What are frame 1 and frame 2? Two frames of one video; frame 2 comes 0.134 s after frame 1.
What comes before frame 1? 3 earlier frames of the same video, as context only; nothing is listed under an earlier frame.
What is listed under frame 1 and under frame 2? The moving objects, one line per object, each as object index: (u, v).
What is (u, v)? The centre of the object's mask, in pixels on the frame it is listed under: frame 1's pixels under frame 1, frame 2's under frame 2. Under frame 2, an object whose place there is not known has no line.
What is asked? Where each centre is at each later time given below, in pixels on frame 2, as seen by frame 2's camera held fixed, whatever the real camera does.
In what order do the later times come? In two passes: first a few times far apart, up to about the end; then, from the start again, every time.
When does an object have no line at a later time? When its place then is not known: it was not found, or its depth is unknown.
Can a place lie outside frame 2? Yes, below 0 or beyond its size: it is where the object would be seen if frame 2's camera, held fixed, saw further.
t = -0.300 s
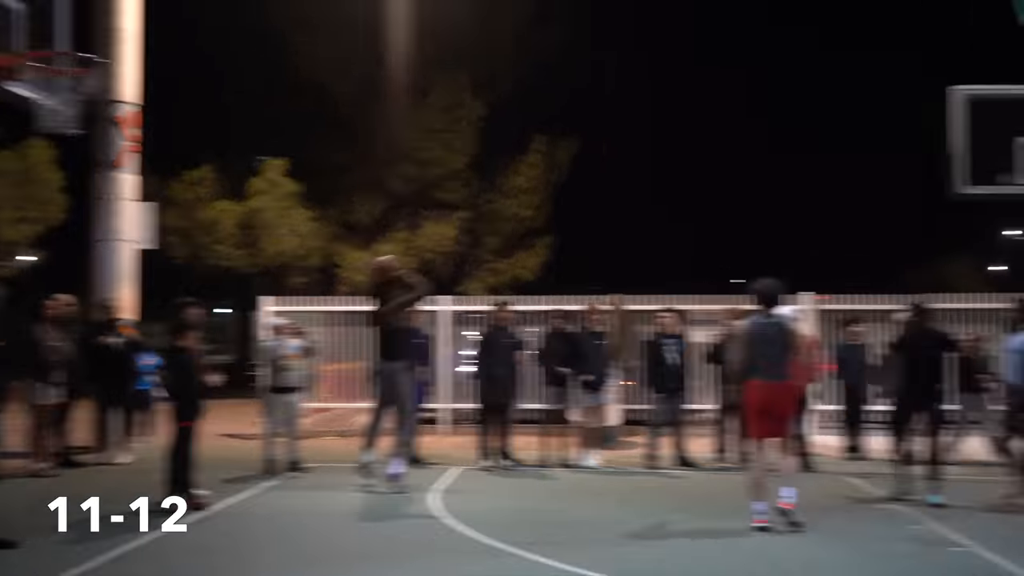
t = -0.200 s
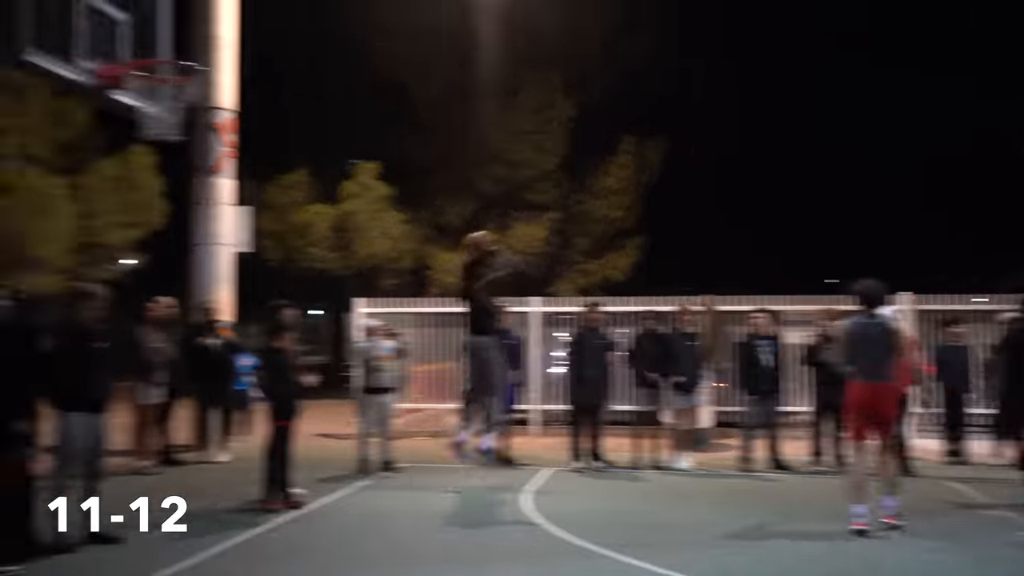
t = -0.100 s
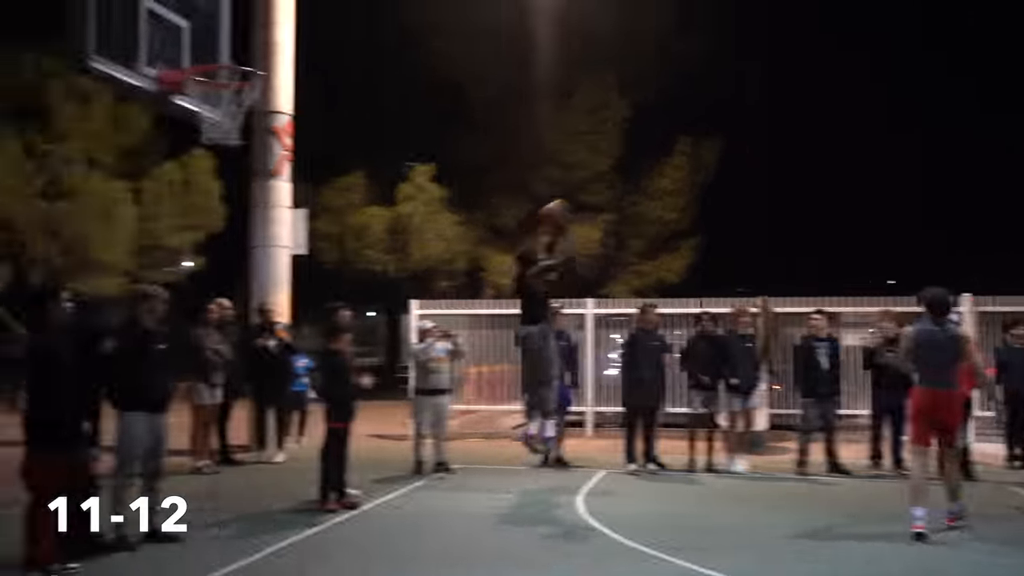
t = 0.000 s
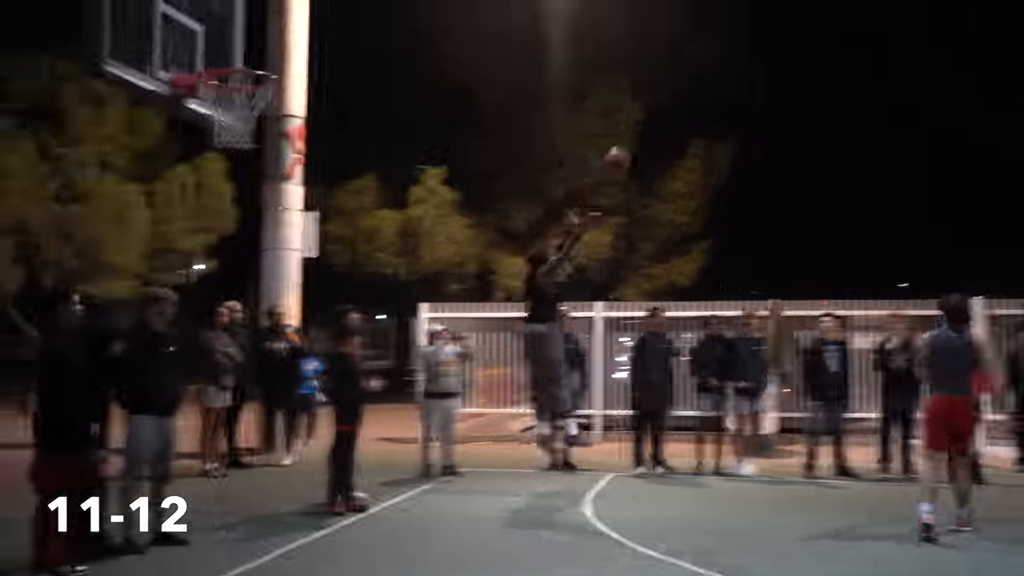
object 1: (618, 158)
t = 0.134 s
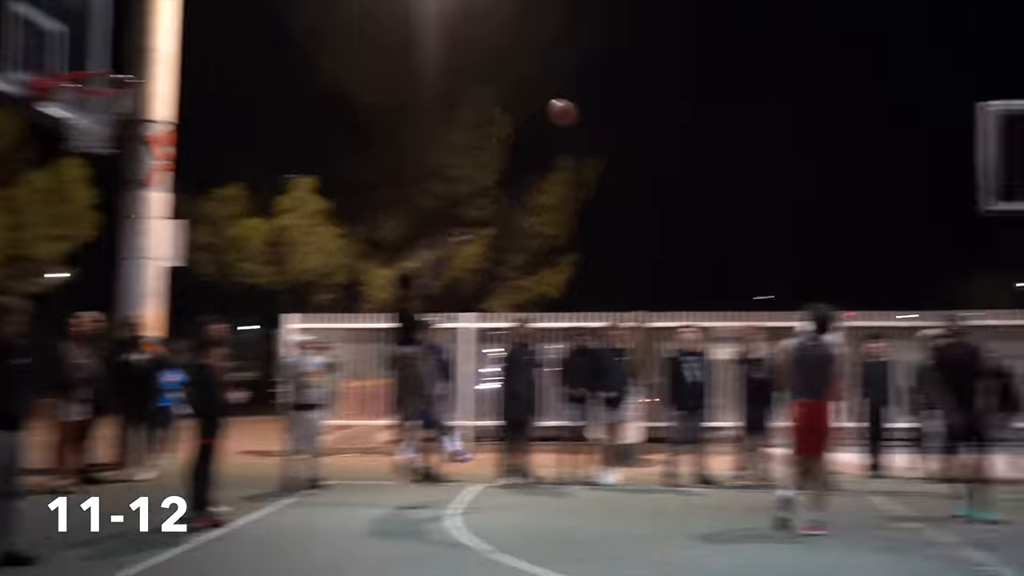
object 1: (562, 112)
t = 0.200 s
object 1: (598, 89)
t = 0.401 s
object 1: (707, 45)
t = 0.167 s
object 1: (580, 100)
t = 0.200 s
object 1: (598, 89)
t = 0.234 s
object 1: (616, 78)
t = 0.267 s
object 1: (635, 69)
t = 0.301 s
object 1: (653, 62)
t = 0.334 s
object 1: (672, 56)
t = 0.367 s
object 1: (690, 49)
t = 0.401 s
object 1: (707, 45)
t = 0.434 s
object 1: (726, 42)
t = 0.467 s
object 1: (743, 40)
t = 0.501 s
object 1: (761, 39)
